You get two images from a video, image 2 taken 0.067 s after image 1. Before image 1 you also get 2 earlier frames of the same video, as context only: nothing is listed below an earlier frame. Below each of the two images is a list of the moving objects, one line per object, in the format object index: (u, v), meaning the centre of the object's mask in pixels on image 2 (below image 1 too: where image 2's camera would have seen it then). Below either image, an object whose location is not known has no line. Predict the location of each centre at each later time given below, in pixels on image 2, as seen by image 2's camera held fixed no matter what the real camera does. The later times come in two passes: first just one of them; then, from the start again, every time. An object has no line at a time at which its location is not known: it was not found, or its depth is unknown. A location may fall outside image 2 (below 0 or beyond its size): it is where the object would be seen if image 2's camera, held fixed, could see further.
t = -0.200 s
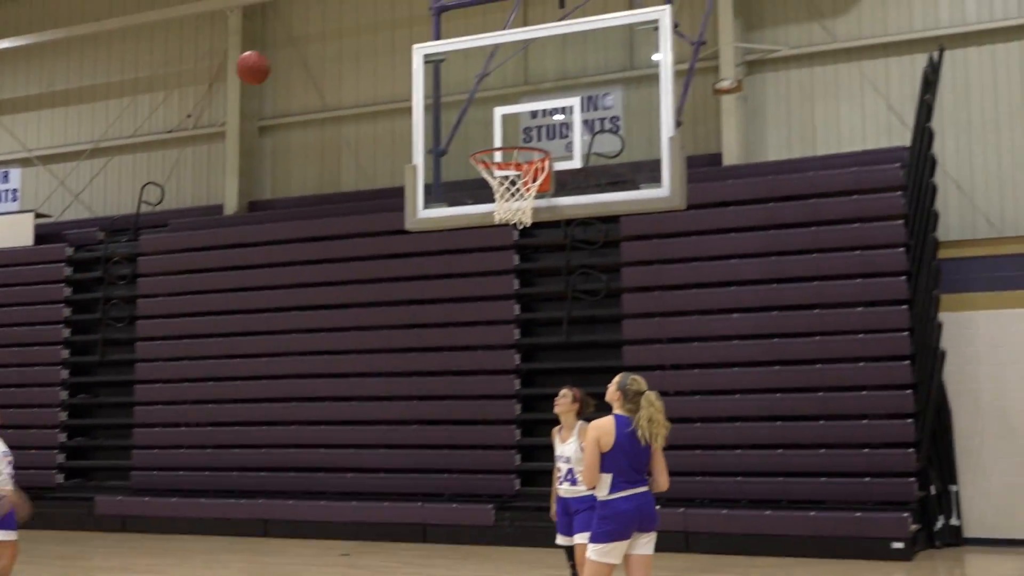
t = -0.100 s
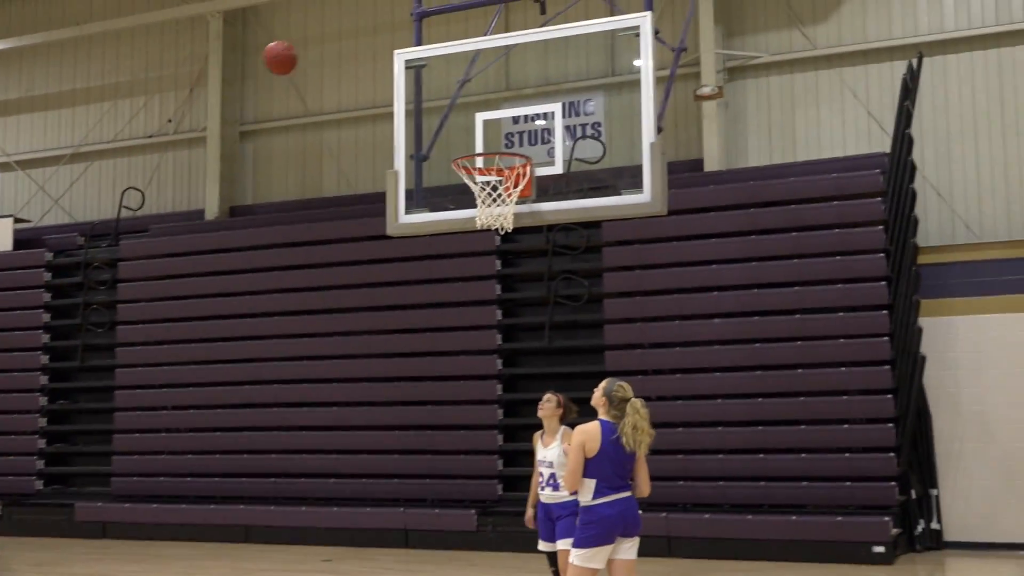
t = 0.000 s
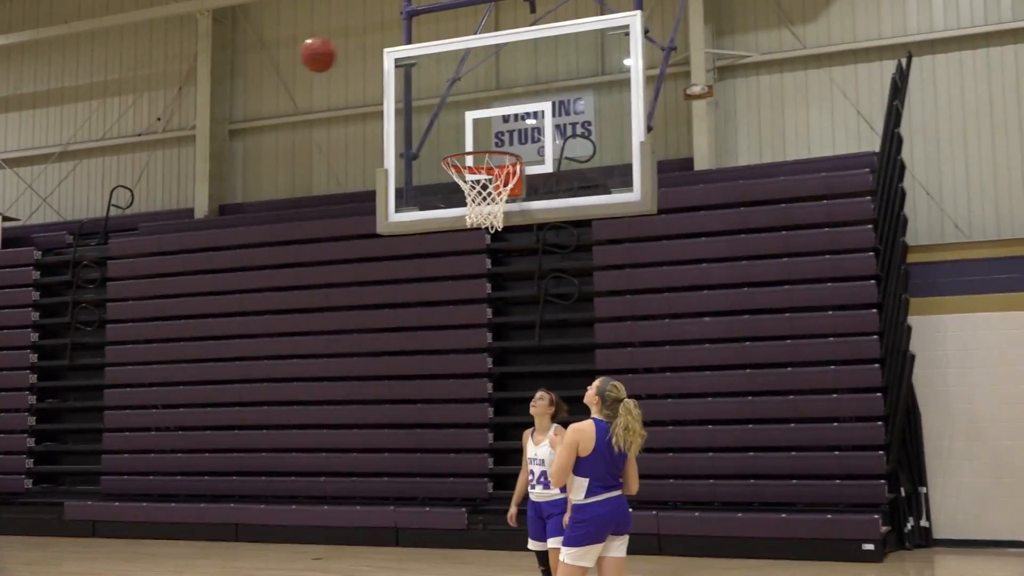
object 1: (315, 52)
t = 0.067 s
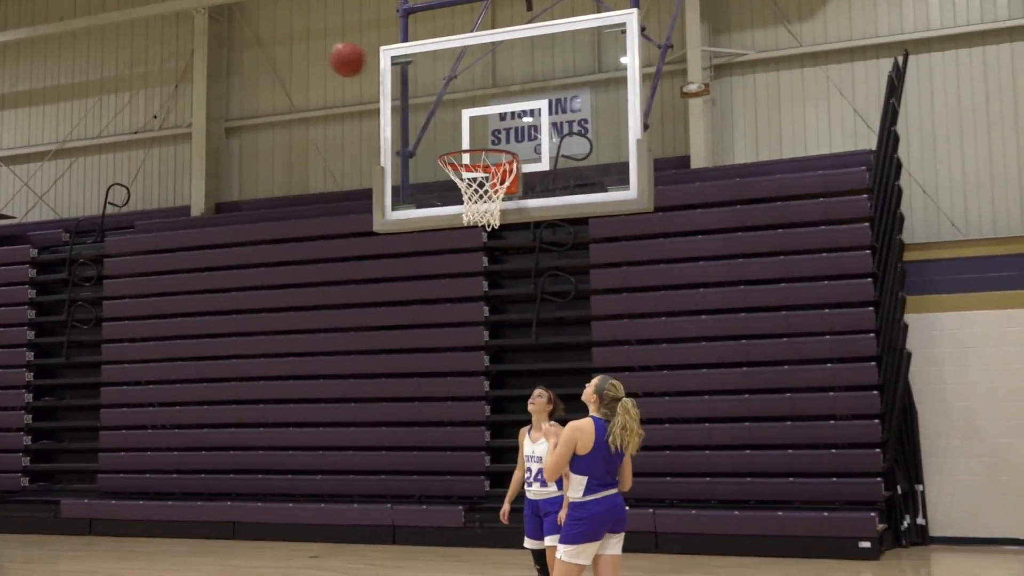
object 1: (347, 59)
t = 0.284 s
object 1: (462, 130)
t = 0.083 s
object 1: (355, 62)
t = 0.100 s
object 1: (364, 65)
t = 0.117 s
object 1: (372, 69)
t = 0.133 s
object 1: (381, 73)
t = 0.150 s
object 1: (391, 78)
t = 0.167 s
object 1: (400, 83)
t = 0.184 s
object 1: (408, 88)
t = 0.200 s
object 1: (417, 94)
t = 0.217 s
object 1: (425, 100)
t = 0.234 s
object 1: (435, 107)
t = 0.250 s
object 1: (443, 114)
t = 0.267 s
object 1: (452, 121)
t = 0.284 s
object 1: (462, 130)
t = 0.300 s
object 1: (472, 137)
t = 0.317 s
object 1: (484, 143)
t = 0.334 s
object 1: (487, 156)
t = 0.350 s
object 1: (498, 169)
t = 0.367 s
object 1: (501, 171)
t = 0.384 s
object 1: (503, 178)
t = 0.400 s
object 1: (495, 187)
